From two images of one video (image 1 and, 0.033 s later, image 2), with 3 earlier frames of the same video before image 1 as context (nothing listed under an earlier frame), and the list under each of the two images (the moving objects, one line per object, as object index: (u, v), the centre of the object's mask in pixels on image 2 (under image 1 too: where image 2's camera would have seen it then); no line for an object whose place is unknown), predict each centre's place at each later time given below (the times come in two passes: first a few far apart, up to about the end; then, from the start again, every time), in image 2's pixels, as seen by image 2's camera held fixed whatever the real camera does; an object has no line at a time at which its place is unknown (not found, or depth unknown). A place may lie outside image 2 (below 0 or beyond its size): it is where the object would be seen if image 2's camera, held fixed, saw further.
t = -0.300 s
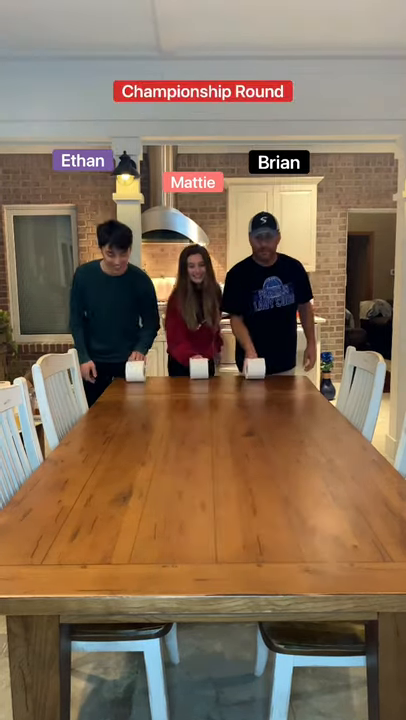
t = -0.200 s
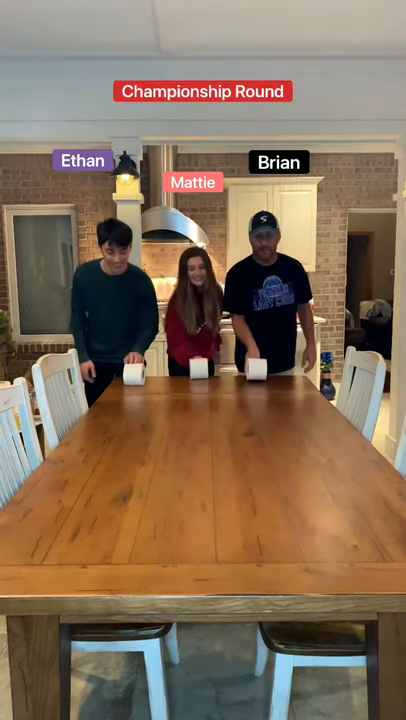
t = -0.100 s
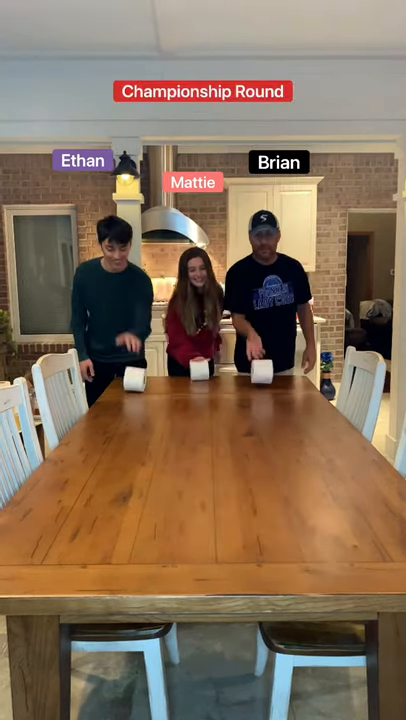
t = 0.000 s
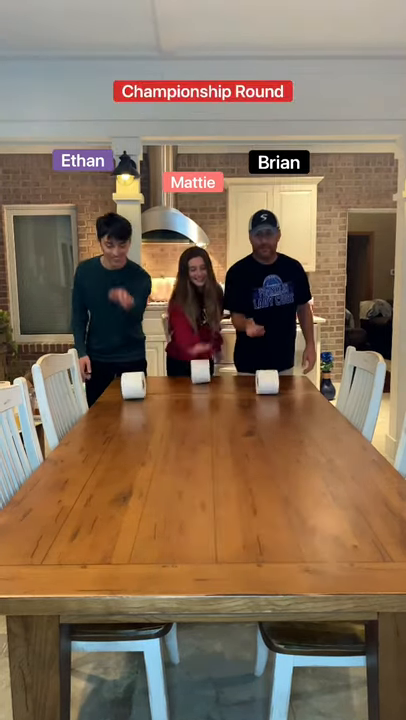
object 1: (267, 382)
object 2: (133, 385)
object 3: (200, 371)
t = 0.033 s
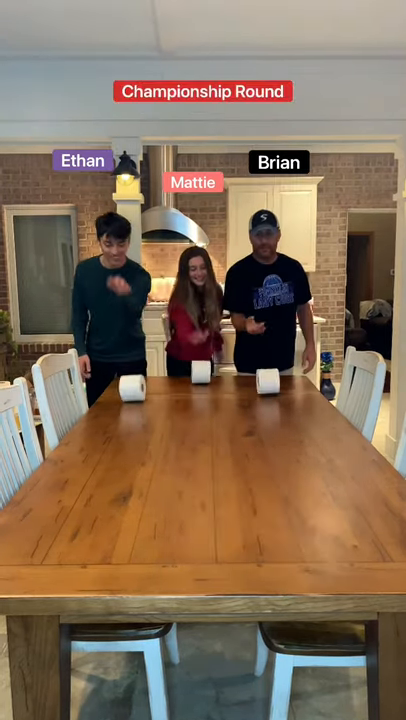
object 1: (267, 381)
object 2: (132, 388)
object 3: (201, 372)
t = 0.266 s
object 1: (275, 397)
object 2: (113, 402)
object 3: (204, 381)
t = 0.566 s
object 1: (286, 414)
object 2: (74, 425)
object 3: (207, 391)
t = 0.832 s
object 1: (298, 429)
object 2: (69, 435)
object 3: (212, 399)
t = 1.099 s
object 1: (311, 447)
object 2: (76, 433)
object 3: (217, 407)
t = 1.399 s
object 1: (325, 468)
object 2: (75, 431)
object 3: (223, 416)
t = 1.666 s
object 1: (339, 485)
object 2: (76, 433)
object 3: (228, 425)
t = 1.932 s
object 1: (352, 504)
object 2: (76, 432)
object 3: (232, 430)
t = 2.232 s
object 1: (365, 521)
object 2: (76, 432)
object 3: (237, 438)
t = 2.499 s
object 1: (375, 536)
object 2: (76, 432)
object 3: (241, 442)
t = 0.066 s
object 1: (268, 382)
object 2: (131, 393)
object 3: (201, 374)
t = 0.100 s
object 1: (269, 385)
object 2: (129, 393)
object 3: (202, 376)
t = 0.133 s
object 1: (270, 390)
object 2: (126, 393)
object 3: (201, 377)
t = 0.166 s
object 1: (271, 389)
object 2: (123, 395)
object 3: (202, 378)
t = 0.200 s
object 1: (273, 391)
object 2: (120, 400)
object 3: (203, 379)
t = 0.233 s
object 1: (274, 394)
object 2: (117, 402)
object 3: (203, 379)
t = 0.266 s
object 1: (275, 397)
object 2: (113, 402)
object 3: (204, 381)
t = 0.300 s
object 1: (276, 398)
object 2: (110, 404)
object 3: (204, 383)
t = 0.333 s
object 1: (277, 400)
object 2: (106, 408)
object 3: (204, 384)
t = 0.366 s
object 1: (278, 402)
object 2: (102, 413)
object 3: (204, 385)
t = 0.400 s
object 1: (280, 403)
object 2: (98, 412)
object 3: (205, 387)
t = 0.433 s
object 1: (280, 405)
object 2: (94, 413)
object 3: (205, 387)
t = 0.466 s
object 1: (281, 408)
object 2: (89, 416)
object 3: (206, 387)
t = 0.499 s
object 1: (283, 409)
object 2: (84, 422)
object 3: (207, 388)
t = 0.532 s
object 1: (285, 411)
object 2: (79, 424)
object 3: (207, 390)
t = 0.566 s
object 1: (286, 414)
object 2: (74, 425)
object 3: (207, 391)
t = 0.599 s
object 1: (288, 415)
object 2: (69, 429)
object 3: (208, 392)
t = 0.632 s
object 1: (289, 418)
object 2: (63, 430)
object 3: (209, 394)
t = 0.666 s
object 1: (291, 420)
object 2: (58, 432)
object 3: (209, 394)
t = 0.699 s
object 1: (292, 421)
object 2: (55, 436)
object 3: (210, 395)
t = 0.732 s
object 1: (294, 424)
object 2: (58, 434)
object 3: (210, 395)
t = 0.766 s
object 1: (295, 425)
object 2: (62, 434)
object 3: (211, 397)
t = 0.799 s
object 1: (297, 427)
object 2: (65, 435)
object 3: (212, 398)
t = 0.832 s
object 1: (298, 429)
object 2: (69, 435)
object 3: (212, 399)
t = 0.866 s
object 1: (300, 432)
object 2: (71, 435)
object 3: (212, 400)
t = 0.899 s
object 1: (301, 434)
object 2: (73, 434)
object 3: (213, 402)
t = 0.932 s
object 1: (304, 436)
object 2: (74, 434)
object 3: (214, 404)
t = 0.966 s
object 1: (306, 438)
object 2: (75, 433)
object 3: (215, 404)
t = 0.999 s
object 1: (307, 441)
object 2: (75, 433)
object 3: (215, 404)
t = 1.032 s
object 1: (308, 442)
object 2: (76, 433)
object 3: (216, 405)
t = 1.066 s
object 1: (309, 444)
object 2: (76, 433)
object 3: (216, 406)
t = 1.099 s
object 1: (311, 447)
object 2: (76, 433)
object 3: (217, 407)
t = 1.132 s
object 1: (313, 450)
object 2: (76, 432)
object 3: (217, 409)
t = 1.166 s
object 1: (314, 451)
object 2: (75, 432)
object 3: (218, 410)
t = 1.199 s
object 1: (316, 454)
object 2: (75, 432)
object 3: (219, 411)
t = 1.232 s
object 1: (318, 457)
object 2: (75, 432)
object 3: (219, 412)
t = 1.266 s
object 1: (320, 459)
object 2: (75, 431)
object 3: (220, 413)
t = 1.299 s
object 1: (322, 460)
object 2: (75, 431)
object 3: (221, 414)
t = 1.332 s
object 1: (323, 462)
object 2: (75, 431)
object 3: (222, 414)
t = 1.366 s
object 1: (324, 465)
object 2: (75, 431)
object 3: (222, 415)
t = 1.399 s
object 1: (325, 468)
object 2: (75, 431)
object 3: (223, 416)
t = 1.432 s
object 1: (327, 471)
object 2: (75, 432)
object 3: (223, 417)
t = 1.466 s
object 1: (330, 472)
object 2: (75, 432)
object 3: (224, 418)
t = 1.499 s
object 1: (332, 475)
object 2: (76, 432)
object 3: (225, 419)
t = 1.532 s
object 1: (333, 477)
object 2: (76, 433)
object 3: (225, 420)
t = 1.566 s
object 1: (335, 480)
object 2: (76, 433)
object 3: (226, 421)
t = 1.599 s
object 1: (336, 482)
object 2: (76, 433)
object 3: (227, 422)
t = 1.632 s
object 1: (338, 483)
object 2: (76, 433)
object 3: (227, 423)
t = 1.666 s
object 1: (339, 485)
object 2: (76, 433)
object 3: (228, 425)
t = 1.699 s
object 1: (342, 488)
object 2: (76, 433)
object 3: (228, 426)
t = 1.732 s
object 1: (343, 491)
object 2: (76, 433)
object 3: (229, 427)
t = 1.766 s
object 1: (345, 494)
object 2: (76, 433)
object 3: (230, 427)
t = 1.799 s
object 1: (346, 496)
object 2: (76, 432)
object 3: (230, 428)
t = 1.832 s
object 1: (348, 497)
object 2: (76, 432)
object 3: (231, 428)
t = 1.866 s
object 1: (350, 499)
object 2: (76, 432)
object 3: (231, 429)
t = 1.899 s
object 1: (351, 501)
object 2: (76, 432)
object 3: (232, 429)
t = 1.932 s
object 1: (352, 504)
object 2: (76, 432)
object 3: (232, 430)
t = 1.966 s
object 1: (354, 506)
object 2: (76, 432)
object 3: (233, 431)
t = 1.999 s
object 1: (357, 508)
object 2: (76, 432)
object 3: (233, 431)
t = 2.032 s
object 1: (358, 510)
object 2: (76, 432)
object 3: (234, 433)
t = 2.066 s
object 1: (359, 512)
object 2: (76, 432)
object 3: (234, 434)
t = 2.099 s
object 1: (360, 513)
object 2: (76, 432)
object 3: (235, 435)
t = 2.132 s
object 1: (361, 515)
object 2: (76, 432)
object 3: (236, 436)
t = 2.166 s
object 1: (363, 517)
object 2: (76, 432)
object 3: (236, 437)
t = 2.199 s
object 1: (364, 519)
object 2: (76, 432)
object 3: (237, 437)
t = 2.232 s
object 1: (365, 521)
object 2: (76, 432)
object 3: (237, 438)
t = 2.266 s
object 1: (366, 523)
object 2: (76, 432)
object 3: (238, 440)
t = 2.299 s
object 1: (368, 526)
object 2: (76, 432)
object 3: (238, 441)
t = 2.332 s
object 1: (369, 528)
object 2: (76, 432)
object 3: (239, 441)
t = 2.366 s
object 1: (371, 530)
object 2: (76, 432)
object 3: (239, 442)
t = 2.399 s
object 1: (373, 531)
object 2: (76, 432)
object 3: (240, 442)
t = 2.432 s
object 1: (374, 533)
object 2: (76, 432)
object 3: (240, 442)
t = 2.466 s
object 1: (375, 534)
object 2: (76, 432)
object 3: (241, 442)
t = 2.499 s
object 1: (375, 536)
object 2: (76, 432)
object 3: (241, 442)
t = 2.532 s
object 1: (376, 537)
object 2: (76, 432)
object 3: (241, 443)
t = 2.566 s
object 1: (376, 539)
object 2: (76, 432)
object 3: (241, 443)
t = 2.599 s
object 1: (377, 541)
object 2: (76, 432)
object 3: (241, 443)
